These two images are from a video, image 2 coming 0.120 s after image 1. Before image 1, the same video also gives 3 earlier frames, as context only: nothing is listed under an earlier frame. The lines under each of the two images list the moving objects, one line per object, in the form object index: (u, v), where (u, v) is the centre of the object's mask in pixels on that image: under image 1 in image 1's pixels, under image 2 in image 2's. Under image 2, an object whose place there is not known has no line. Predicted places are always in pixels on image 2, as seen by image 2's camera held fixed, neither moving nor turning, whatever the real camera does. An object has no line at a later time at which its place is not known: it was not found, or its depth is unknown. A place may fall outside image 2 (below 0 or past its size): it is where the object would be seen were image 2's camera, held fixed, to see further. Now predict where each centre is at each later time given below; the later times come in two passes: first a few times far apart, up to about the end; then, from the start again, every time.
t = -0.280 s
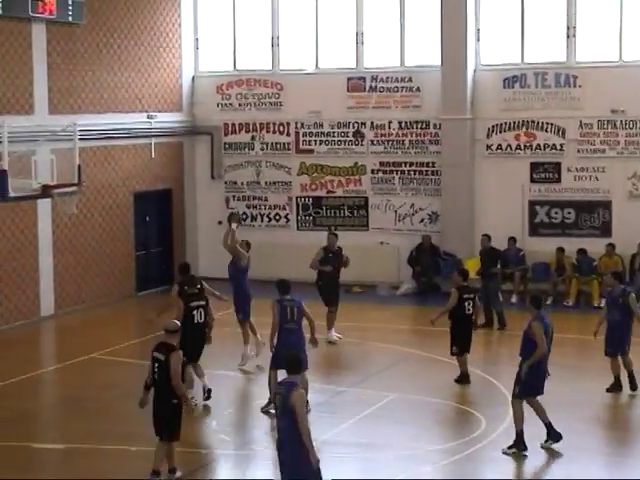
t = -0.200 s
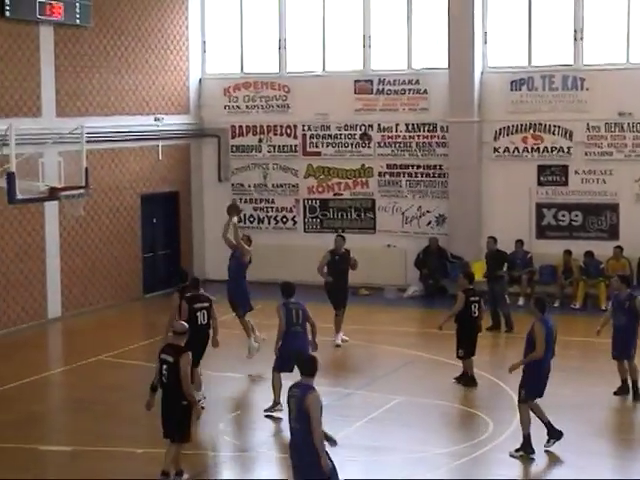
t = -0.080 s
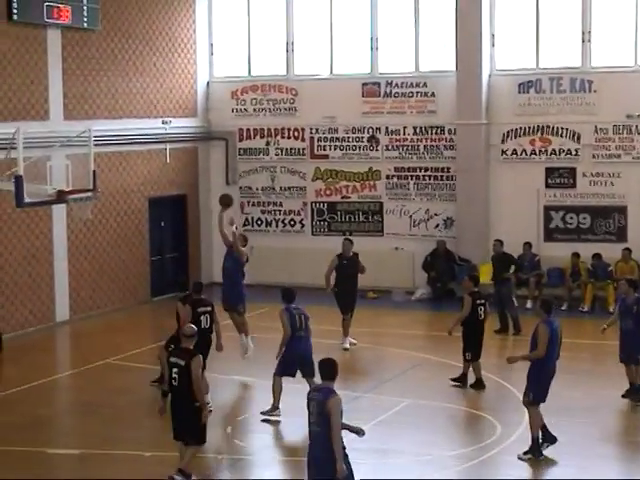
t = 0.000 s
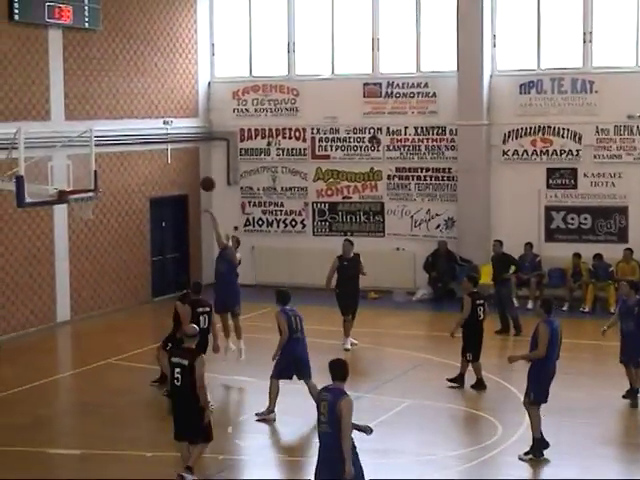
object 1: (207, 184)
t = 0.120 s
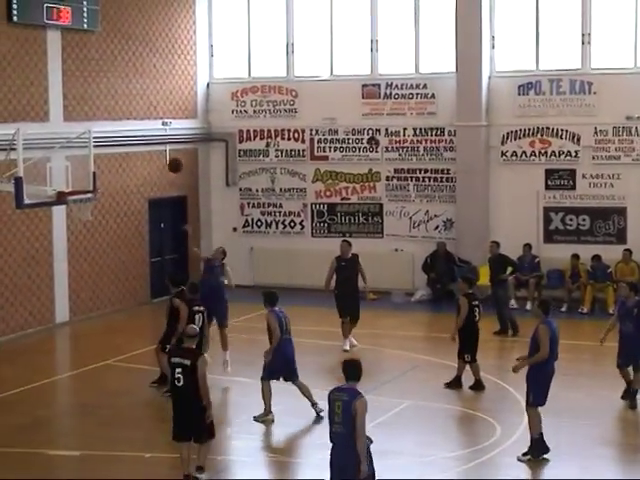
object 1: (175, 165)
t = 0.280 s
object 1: (132, 152)
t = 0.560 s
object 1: (79, 171)
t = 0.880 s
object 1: (89, 218)
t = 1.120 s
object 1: (86, 256)
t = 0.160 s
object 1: (164, 160)
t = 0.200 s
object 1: (153, 157)
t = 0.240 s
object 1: (143, 154)
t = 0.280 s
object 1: (132, 152)
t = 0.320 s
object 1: (122, 152)
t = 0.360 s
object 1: (111, 153)
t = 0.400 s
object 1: (100, 155)
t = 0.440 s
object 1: (89, 157)
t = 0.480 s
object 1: (78, 161)
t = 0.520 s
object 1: (78, 166)
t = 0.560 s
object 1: (79, 171)
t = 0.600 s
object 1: (80, 177)
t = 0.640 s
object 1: (81, 184)
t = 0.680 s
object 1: (83, 194)
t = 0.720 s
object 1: (84, 201)
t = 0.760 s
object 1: (86, 206)
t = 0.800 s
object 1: (88, 211)
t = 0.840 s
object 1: (89, 214)
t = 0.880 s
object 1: (89, 218)
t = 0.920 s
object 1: (89, 221)
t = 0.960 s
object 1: (88, 226)
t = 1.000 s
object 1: (88, 232)
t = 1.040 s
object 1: (87, 239)
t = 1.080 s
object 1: (86, 247)
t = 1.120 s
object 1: (86, 256)
